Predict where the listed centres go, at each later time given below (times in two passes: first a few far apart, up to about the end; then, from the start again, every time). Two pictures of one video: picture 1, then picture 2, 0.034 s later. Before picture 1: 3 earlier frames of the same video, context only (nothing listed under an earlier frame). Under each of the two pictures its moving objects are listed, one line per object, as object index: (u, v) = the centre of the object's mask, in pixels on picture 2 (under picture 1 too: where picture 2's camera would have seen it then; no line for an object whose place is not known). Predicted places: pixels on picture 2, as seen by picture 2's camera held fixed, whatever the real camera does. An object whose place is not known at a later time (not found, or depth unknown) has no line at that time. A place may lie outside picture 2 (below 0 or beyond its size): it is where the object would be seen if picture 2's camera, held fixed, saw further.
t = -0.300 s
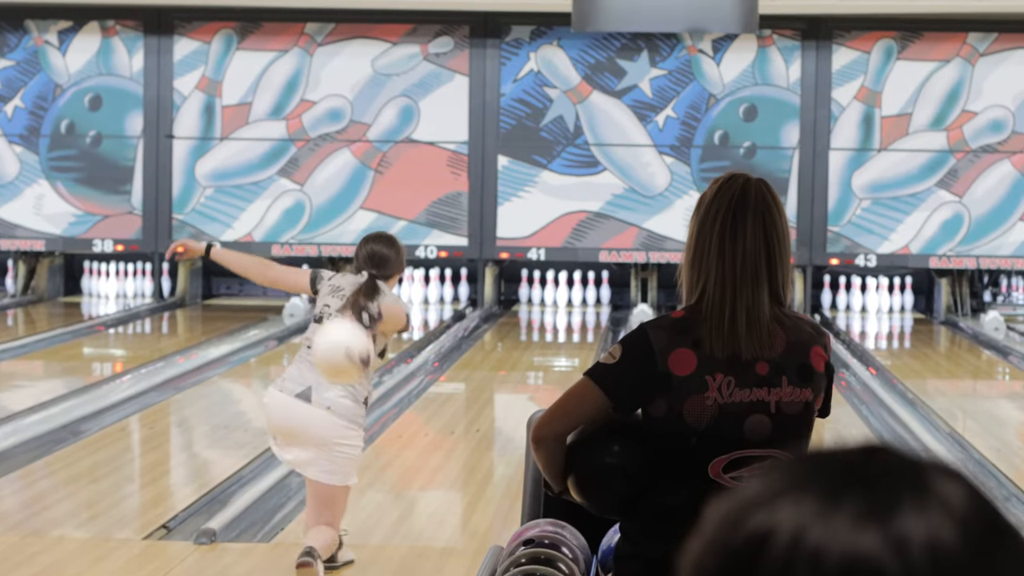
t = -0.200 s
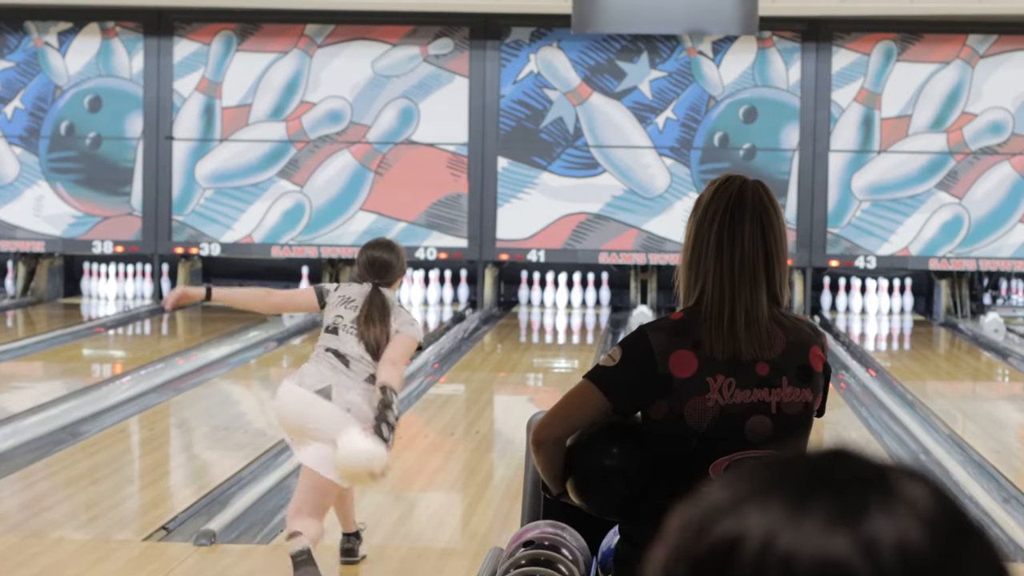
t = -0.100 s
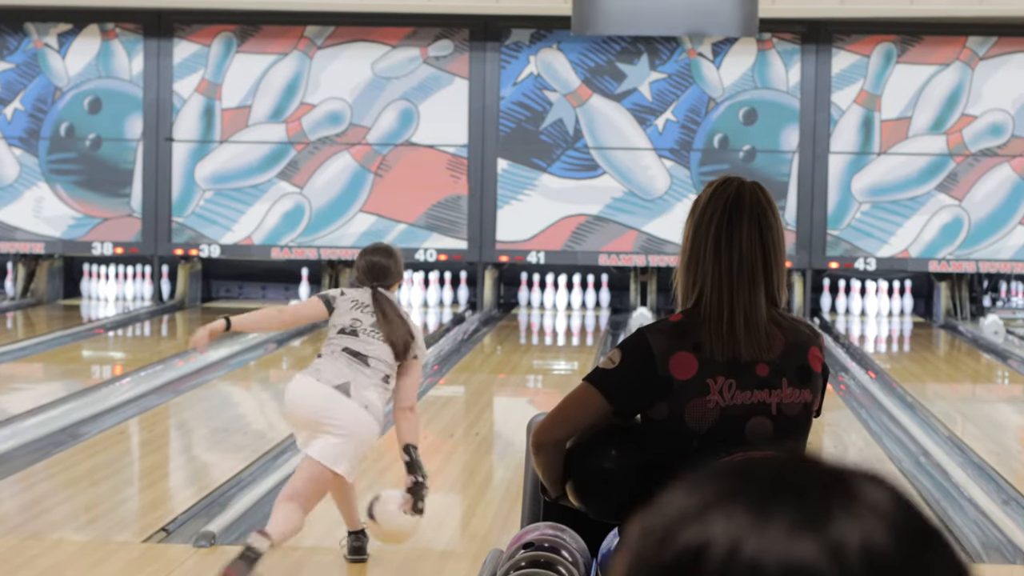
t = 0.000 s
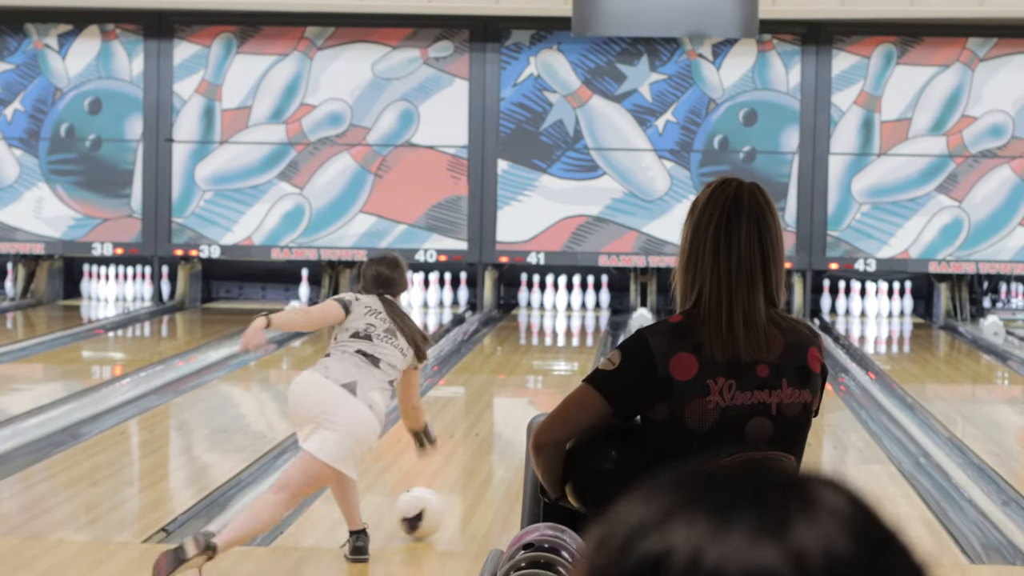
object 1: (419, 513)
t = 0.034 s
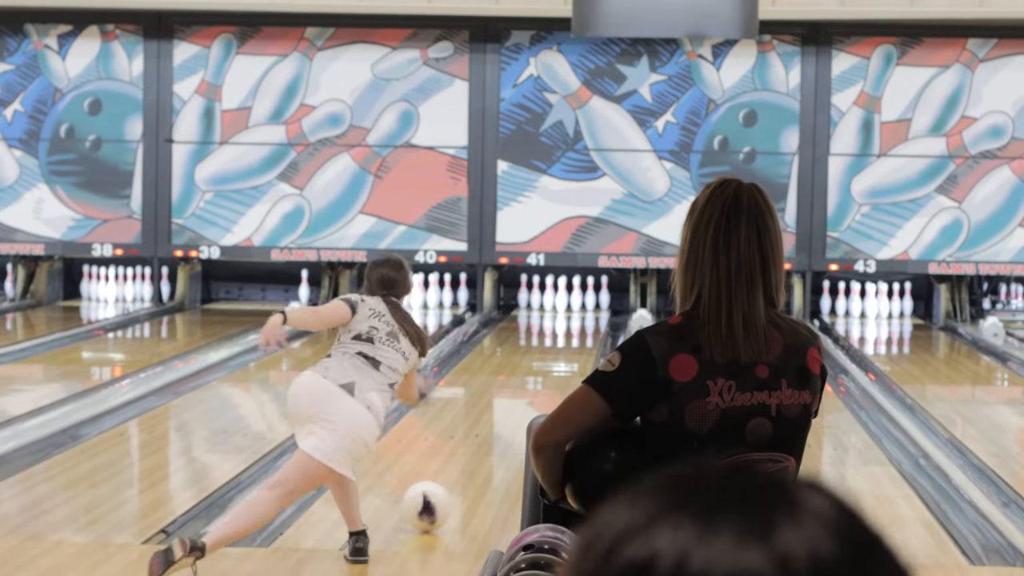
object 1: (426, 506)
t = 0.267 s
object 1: (468, 460)
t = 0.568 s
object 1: (505, 416)
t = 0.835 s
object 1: (530, 387)
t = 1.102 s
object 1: (547, 365)
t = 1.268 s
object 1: (555, 354)
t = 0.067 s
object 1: (433, 498)
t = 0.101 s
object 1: (440, 491)
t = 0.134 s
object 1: (446, 484)
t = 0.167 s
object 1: (453, 477)
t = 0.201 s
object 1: (458, 471)
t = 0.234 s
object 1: (464, 465)
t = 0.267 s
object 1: (468, 460)
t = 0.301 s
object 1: (473, 454)
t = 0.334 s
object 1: (477, 449)
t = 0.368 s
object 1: (482, 444)
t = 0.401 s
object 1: (486, 439)
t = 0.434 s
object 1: (490, 434)
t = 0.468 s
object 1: (494, 429)
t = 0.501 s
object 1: (497, 425)
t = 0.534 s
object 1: (501, 421)
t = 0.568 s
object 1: (505, 416)
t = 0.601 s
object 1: (509, 411)
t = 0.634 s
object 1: (512, 408)
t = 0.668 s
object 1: (516, 404)
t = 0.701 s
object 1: (519, 401)
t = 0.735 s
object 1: (522, 397)
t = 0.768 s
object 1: (524, 394)
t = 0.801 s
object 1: (528, 391)
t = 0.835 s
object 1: (530, 387)
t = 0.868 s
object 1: (533, 385)
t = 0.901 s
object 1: (535, 382)
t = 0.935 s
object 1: (537, 379)
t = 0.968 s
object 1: (539, 376)
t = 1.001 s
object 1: (541, 374)
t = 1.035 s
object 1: (543, 371)
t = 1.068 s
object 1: (545, 368)
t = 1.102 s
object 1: (547, 365)
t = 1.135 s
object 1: (549, 362)
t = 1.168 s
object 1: (550, 360)
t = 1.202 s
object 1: (552, 358)
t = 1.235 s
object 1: (553, 356)
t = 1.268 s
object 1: (555, 354)
